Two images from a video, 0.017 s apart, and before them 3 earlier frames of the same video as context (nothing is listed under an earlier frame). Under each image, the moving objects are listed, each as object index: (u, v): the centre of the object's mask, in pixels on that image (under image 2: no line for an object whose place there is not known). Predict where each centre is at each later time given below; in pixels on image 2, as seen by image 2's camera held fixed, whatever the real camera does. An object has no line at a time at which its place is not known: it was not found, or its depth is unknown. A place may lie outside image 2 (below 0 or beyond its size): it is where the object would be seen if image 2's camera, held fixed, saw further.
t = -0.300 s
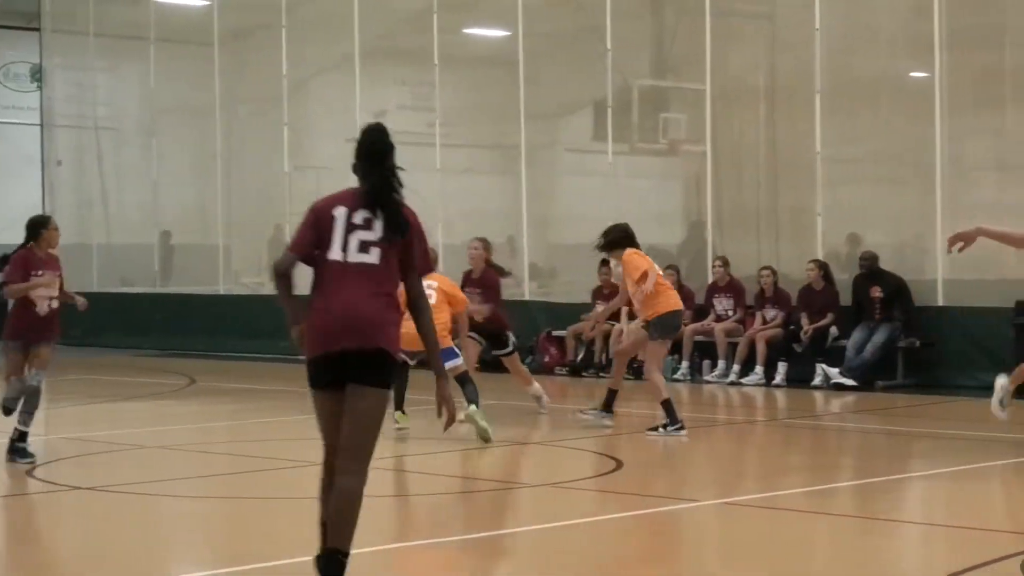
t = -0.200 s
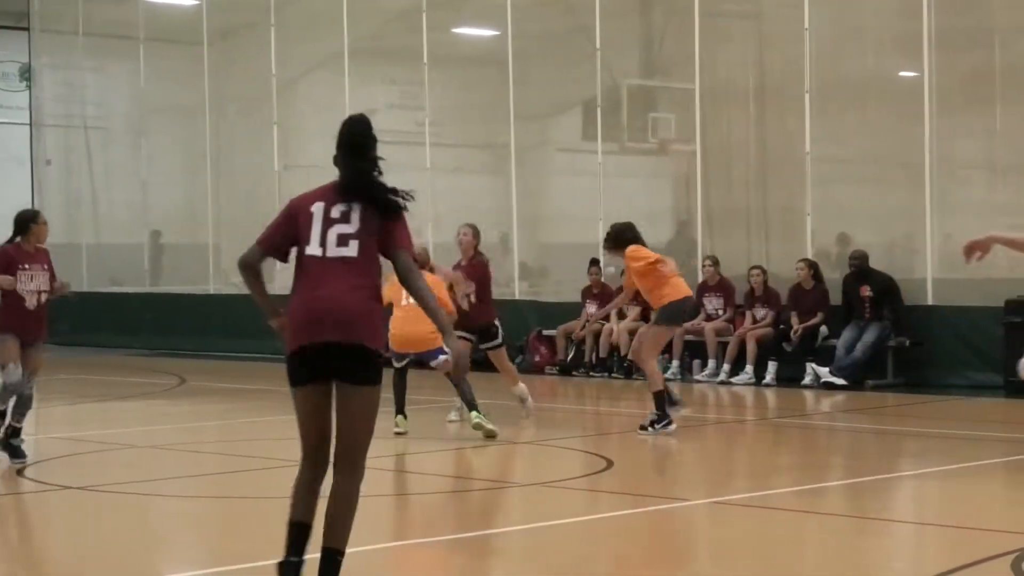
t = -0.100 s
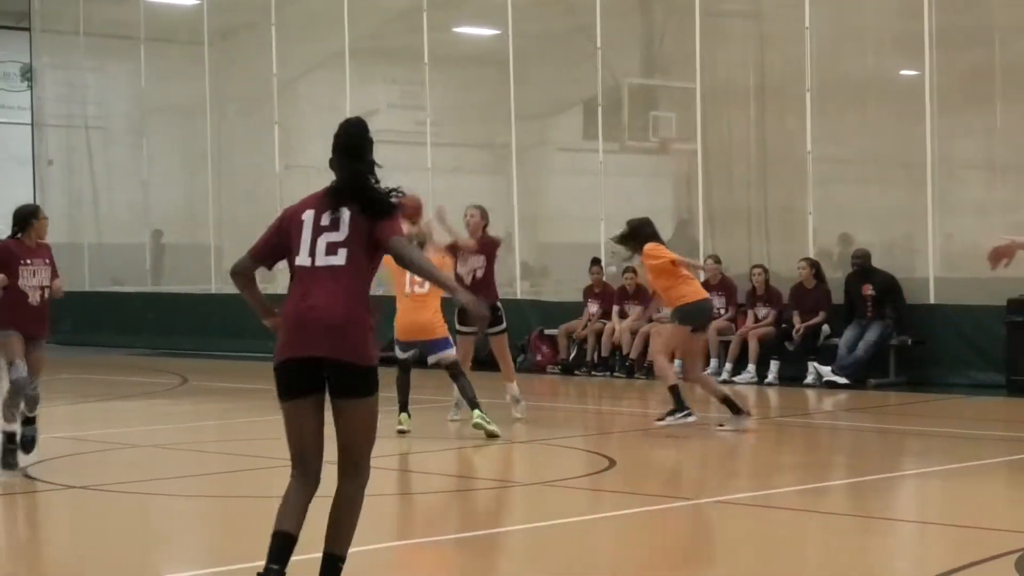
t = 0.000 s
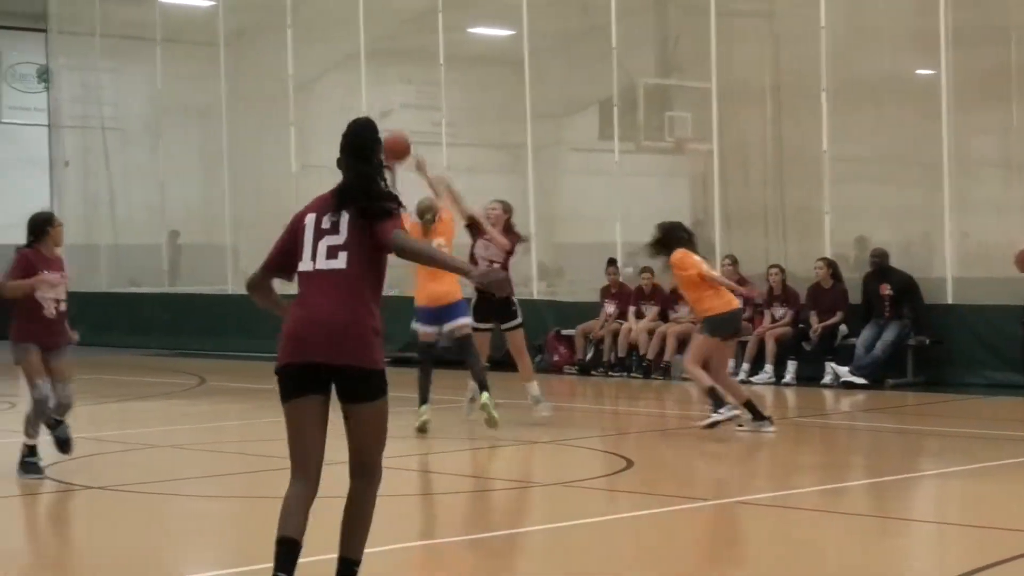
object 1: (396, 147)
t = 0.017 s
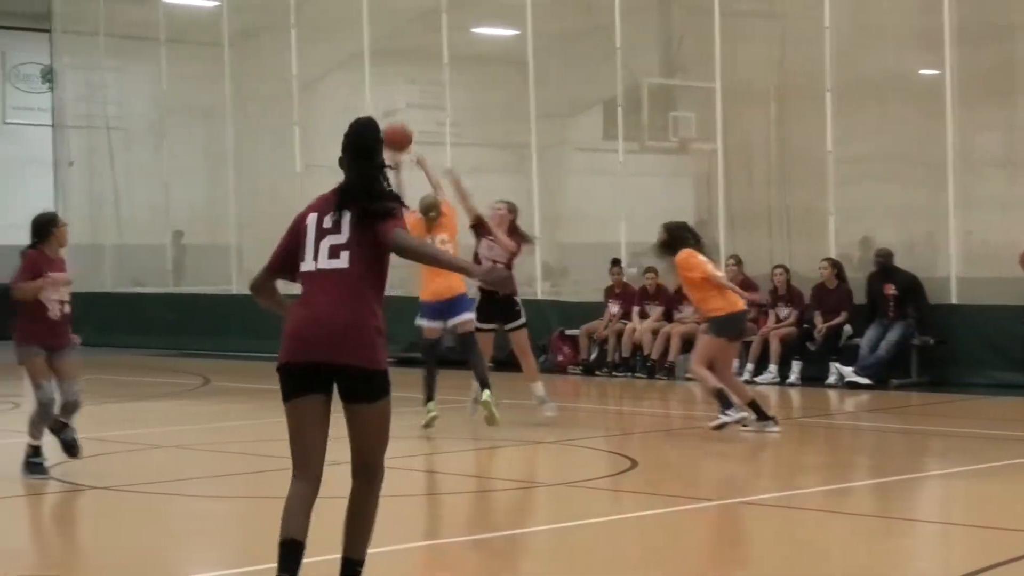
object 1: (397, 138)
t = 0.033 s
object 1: (394, 128)
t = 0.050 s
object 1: (391, 119)
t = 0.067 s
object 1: (385, 110)
